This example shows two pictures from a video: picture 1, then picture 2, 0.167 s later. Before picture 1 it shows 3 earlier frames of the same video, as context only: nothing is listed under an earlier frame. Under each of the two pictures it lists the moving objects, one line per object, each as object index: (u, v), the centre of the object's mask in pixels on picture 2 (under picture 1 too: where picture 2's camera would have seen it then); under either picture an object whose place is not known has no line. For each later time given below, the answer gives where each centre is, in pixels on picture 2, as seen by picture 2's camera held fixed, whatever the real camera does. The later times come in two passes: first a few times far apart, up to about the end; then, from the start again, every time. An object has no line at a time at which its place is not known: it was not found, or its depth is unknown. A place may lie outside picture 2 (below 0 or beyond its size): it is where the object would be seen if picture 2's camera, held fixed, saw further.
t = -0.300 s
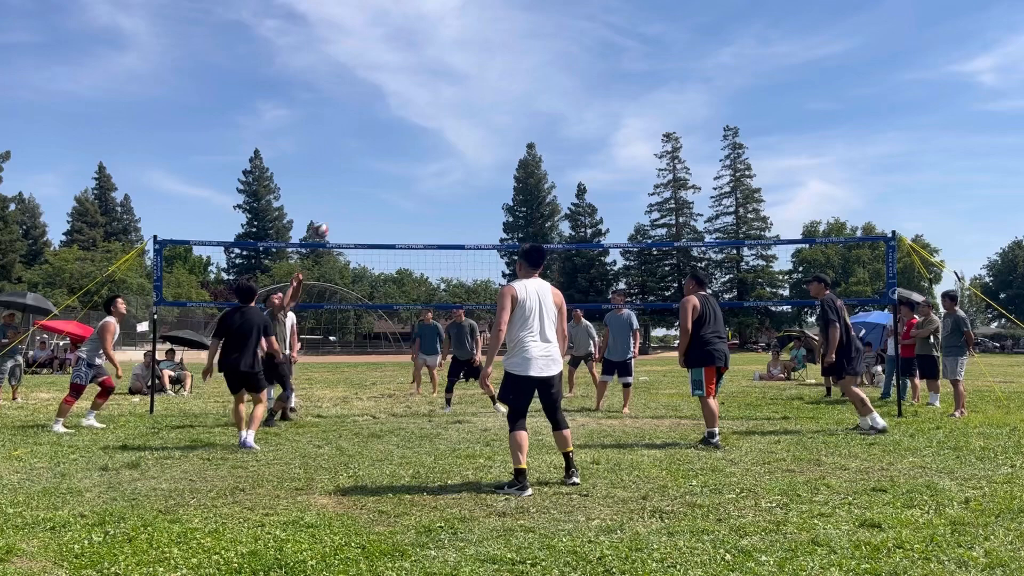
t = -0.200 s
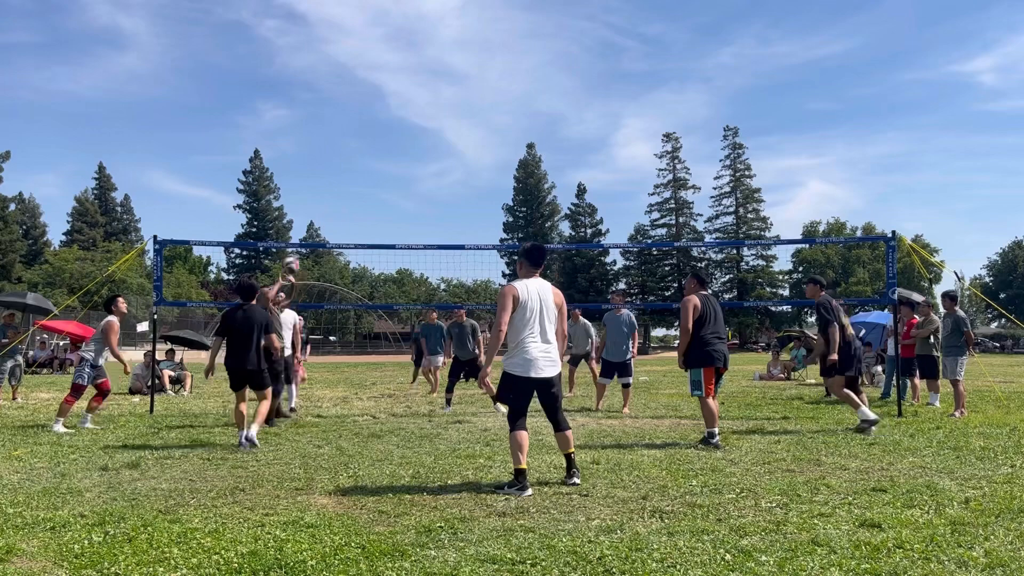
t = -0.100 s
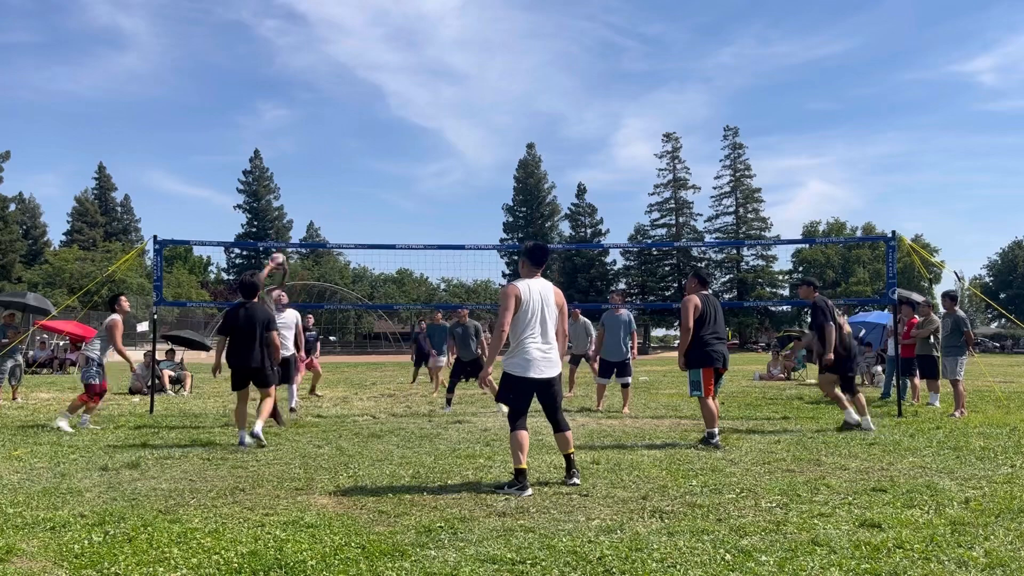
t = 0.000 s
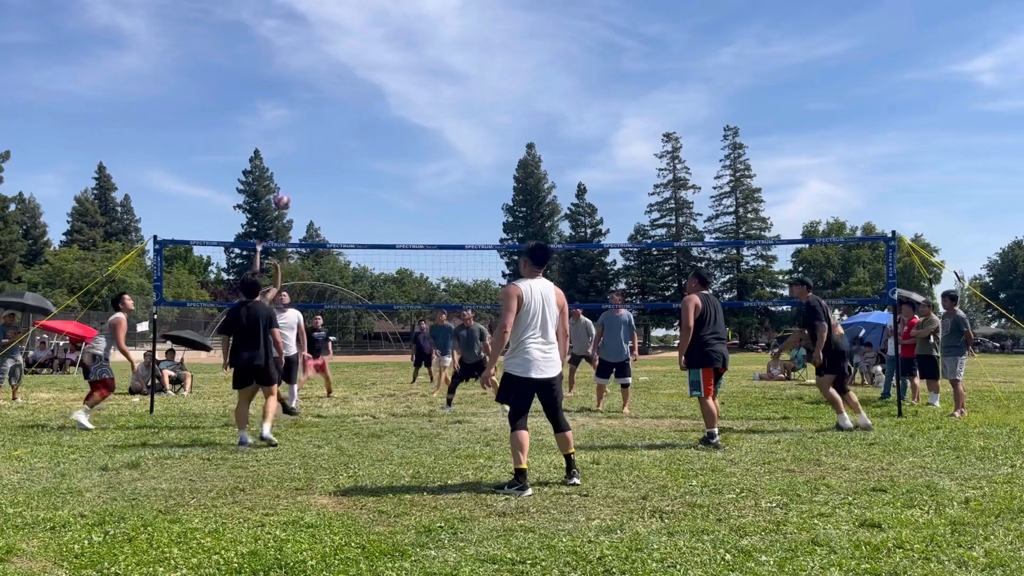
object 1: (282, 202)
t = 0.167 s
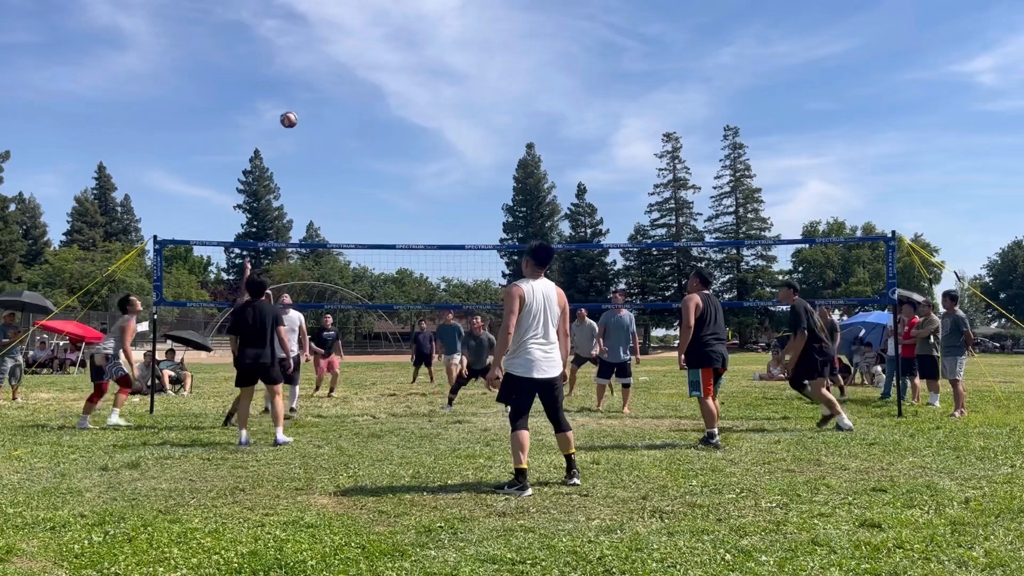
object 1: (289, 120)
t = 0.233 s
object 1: (291, 93)
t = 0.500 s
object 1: (298, 25)
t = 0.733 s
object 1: (302, 11)
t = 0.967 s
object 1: (302, 42)
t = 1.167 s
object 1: (300, 104)
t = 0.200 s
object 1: (290, 106)
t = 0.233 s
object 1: (291, 93)
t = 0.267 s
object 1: (292, 81)
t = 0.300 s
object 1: (293, 71)
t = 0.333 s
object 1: (294, 61)
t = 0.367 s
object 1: (295, 51)
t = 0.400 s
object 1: (296, 43)
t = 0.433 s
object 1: (297, 36)
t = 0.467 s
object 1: (298, 30)
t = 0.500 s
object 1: (298, 25)
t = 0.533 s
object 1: (299, 20)
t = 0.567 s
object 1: (299, 16)
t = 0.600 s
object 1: (300, 13)
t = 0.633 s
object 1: (300, 11)
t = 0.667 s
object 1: (301, 10)
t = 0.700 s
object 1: (301, 10)
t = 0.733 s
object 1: (302, 11)
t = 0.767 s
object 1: (302, 13)
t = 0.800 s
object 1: (302, 15)
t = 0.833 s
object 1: (302, 19)
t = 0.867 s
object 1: (302, 23)
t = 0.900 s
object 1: (302, 29)
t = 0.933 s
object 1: (302, 35)
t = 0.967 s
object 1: (302, 42)
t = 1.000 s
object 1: (302, 49)
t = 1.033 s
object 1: (302, 59)
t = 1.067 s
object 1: (301, 68)
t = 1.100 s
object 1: (301, 79)
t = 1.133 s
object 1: (300, 91)
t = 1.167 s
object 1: (300, 104)
